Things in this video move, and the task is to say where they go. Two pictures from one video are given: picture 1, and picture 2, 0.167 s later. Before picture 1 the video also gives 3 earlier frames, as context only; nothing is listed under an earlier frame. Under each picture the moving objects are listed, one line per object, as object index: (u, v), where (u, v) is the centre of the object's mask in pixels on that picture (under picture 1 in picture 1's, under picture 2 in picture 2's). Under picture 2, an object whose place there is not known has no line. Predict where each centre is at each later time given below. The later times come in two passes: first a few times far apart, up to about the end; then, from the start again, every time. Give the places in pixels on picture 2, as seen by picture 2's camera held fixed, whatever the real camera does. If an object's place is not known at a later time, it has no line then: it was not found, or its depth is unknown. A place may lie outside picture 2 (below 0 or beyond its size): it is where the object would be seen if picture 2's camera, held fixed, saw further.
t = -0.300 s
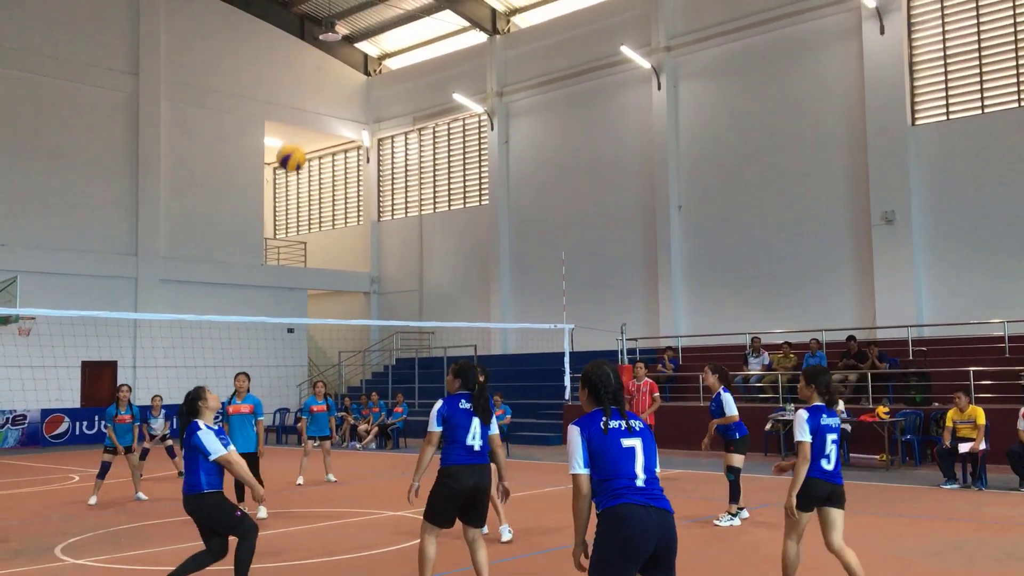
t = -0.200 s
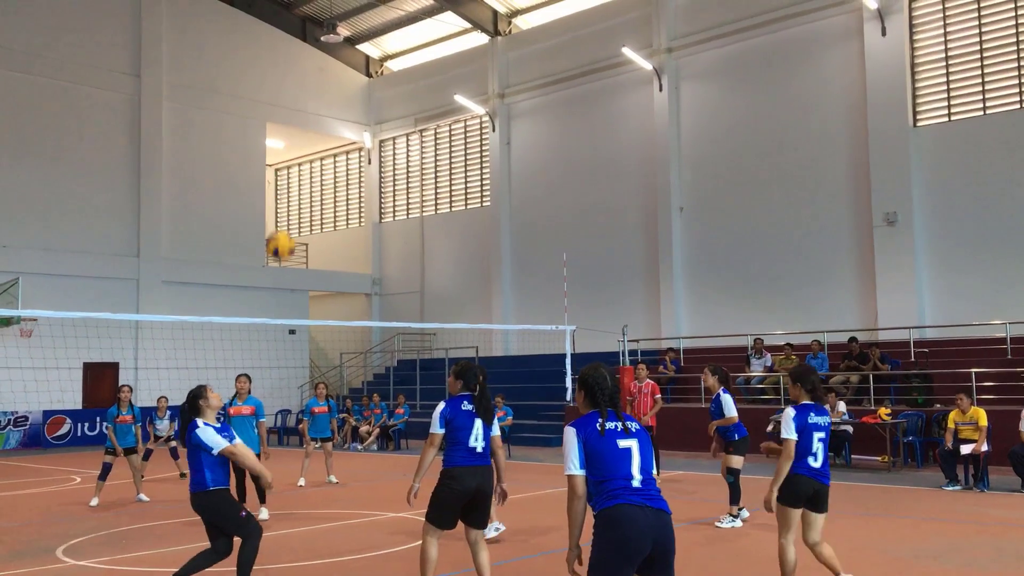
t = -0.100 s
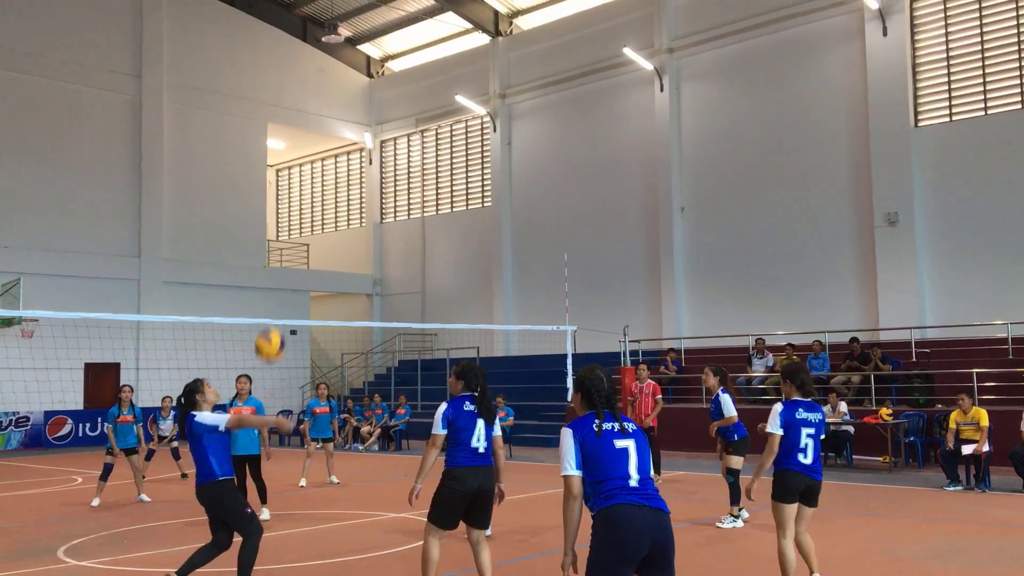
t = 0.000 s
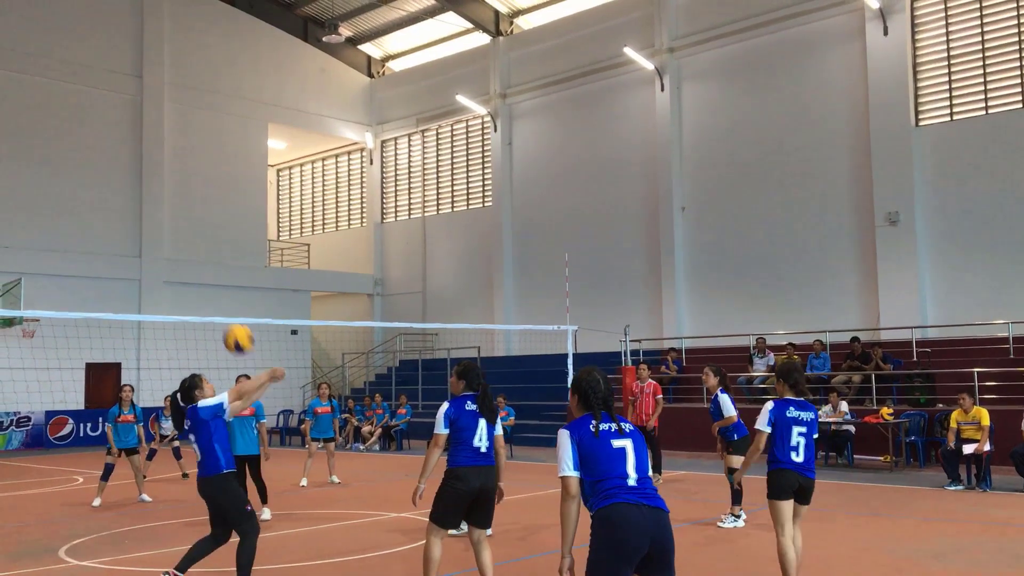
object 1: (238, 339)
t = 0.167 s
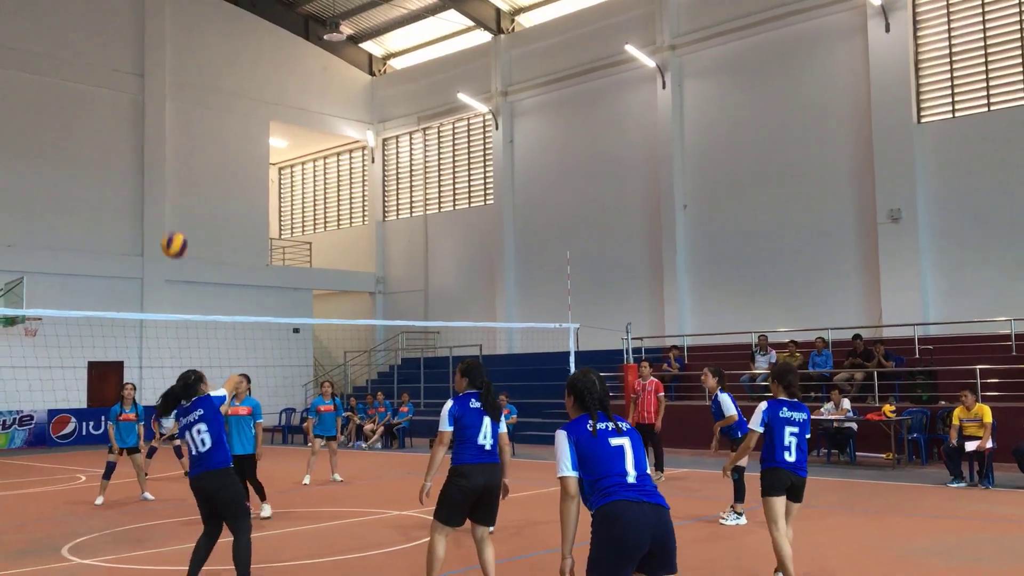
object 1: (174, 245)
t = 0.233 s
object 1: (152, 223)
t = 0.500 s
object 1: (78, 195)
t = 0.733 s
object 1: (30, 229)
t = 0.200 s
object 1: (162, 233)
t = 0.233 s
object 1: (152, 223)
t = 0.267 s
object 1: (141, 215)
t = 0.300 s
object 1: (131, 208)
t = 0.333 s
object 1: (121, 202)
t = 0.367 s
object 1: (112, 199)
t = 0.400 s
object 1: (103, 196)
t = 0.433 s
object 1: (94, 194)
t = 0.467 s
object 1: (86, 194)
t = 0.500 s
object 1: (78, 195)
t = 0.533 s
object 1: (70, 198)
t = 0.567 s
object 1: (63, 201)
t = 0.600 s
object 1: (56, 205)
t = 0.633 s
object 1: (49, 210)
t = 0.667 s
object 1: (42, 216)
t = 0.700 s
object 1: (36, 222)
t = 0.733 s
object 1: (30, 229)
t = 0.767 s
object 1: (23, 238)
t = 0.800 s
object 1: (18, 247)
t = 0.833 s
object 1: (12, 256)
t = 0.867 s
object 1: (6, 267)
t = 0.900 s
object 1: (1, 278)
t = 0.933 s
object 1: (-5, 290)
